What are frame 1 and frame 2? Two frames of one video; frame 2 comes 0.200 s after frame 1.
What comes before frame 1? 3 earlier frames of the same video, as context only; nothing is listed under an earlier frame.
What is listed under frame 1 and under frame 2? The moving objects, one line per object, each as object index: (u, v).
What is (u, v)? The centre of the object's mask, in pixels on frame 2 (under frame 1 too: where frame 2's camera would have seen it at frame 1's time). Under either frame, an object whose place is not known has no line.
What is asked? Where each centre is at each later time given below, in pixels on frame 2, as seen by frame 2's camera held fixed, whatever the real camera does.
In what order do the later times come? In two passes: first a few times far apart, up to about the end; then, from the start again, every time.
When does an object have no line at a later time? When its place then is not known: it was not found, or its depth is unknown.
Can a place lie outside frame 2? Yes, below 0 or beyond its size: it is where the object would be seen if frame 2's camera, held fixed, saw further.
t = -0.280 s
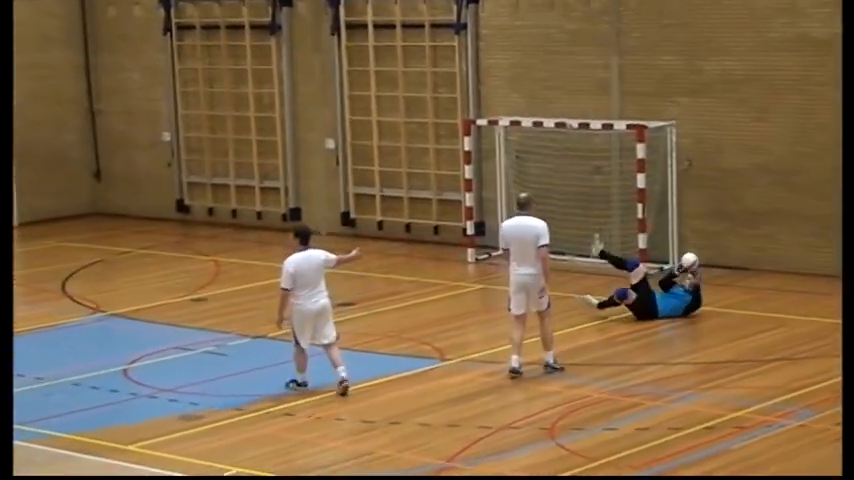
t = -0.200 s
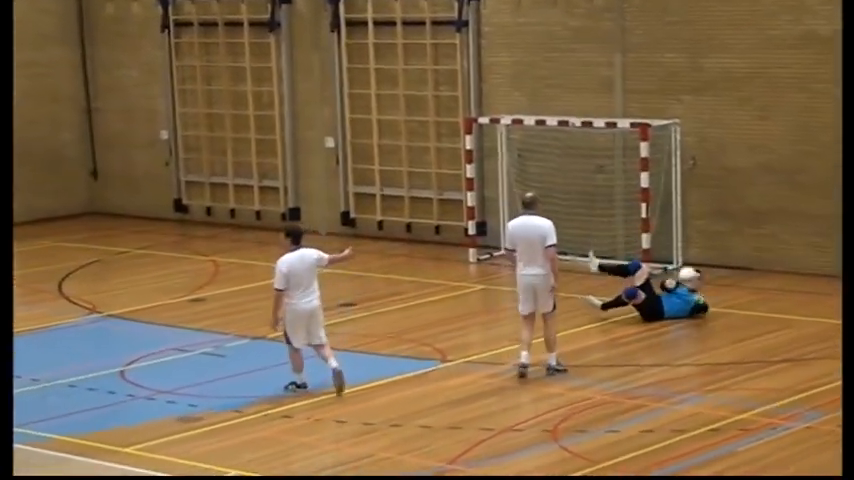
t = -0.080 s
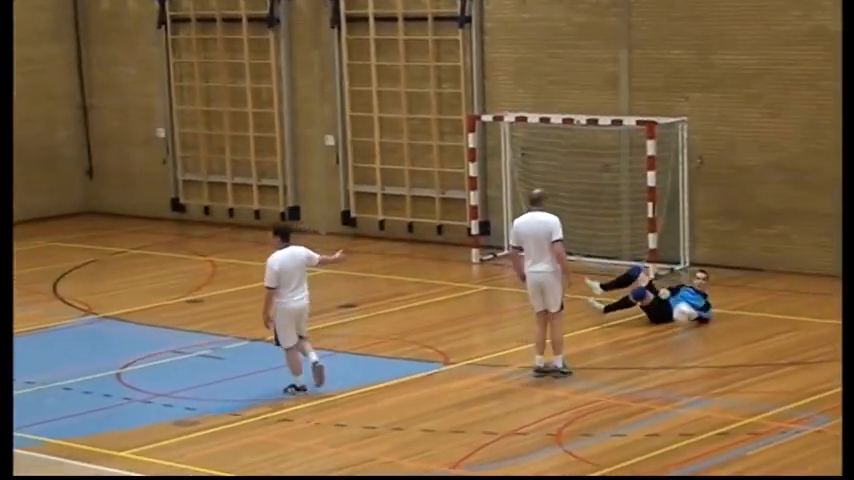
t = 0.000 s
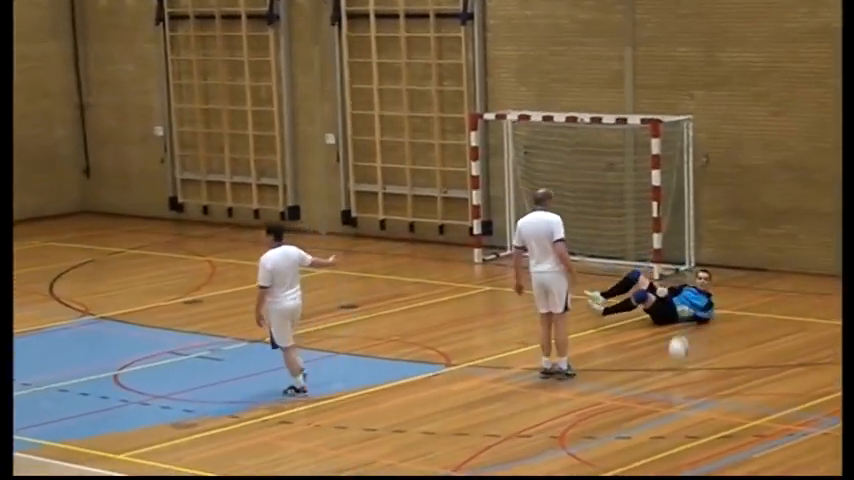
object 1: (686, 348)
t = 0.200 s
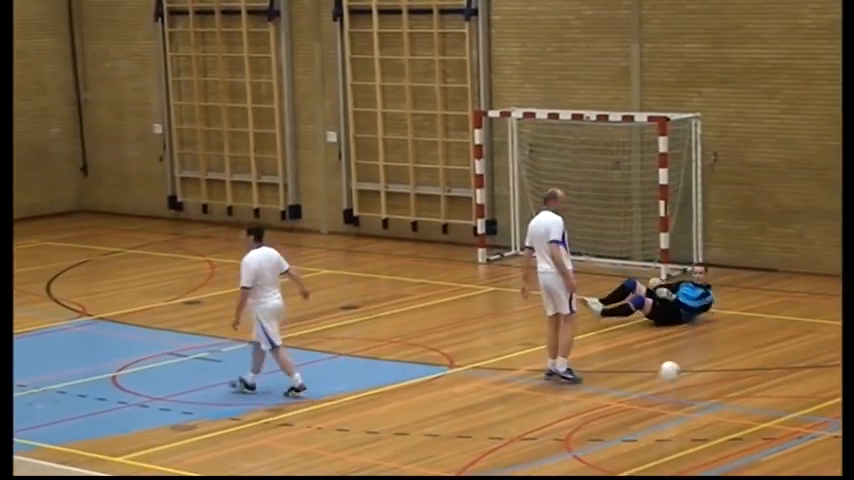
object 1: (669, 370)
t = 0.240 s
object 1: (667, 374)
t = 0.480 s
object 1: (647, 429)
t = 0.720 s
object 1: (626, 461)
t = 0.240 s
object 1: (667, 374)
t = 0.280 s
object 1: (663, 380)
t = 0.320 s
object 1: (659, 388)
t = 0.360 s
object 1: (657, 397)
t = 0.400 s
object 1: (654, 411)
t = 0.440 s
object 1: (651, 424)
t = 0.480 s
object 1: (647, 429)
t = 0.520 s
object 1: (644, 430)
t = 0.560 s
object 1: (641, 434)
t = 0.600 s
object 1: (638, 440)
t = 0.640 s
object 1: (634, 452)
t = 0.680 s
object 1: (630, 455)
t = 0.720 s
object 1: (626, 461)
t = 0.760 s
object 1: (623, 468)
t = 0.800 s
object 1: (618, 473)
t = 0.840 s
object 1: (615, 477)
